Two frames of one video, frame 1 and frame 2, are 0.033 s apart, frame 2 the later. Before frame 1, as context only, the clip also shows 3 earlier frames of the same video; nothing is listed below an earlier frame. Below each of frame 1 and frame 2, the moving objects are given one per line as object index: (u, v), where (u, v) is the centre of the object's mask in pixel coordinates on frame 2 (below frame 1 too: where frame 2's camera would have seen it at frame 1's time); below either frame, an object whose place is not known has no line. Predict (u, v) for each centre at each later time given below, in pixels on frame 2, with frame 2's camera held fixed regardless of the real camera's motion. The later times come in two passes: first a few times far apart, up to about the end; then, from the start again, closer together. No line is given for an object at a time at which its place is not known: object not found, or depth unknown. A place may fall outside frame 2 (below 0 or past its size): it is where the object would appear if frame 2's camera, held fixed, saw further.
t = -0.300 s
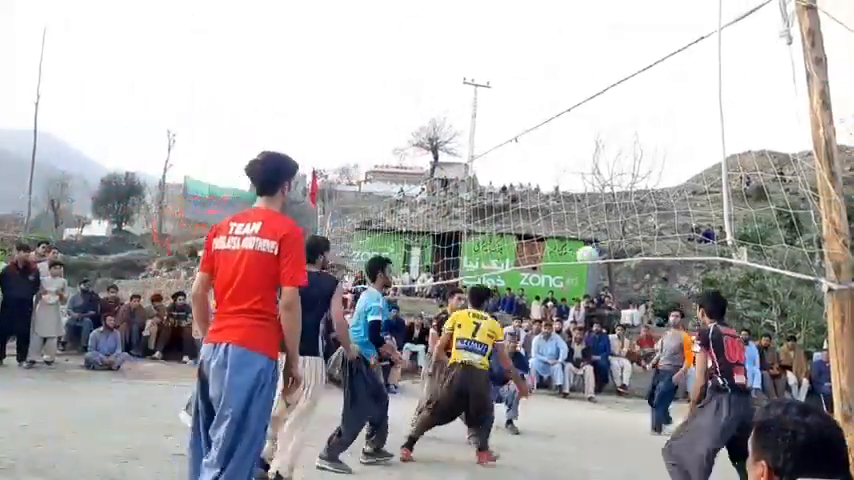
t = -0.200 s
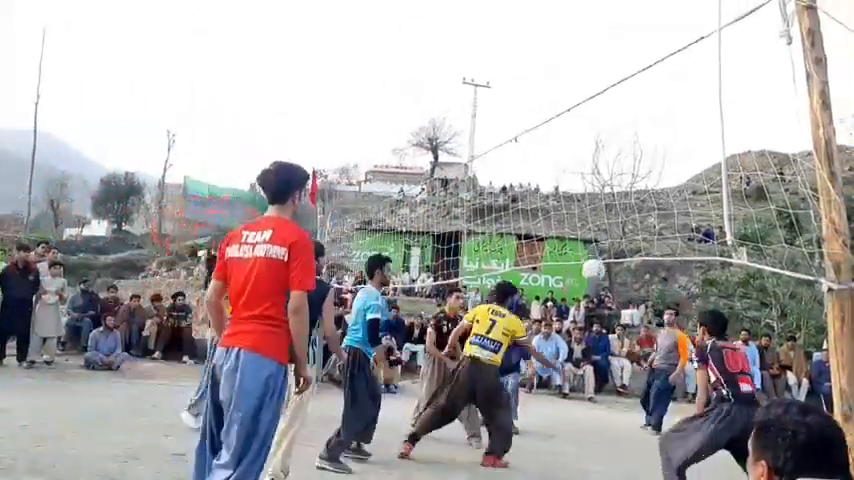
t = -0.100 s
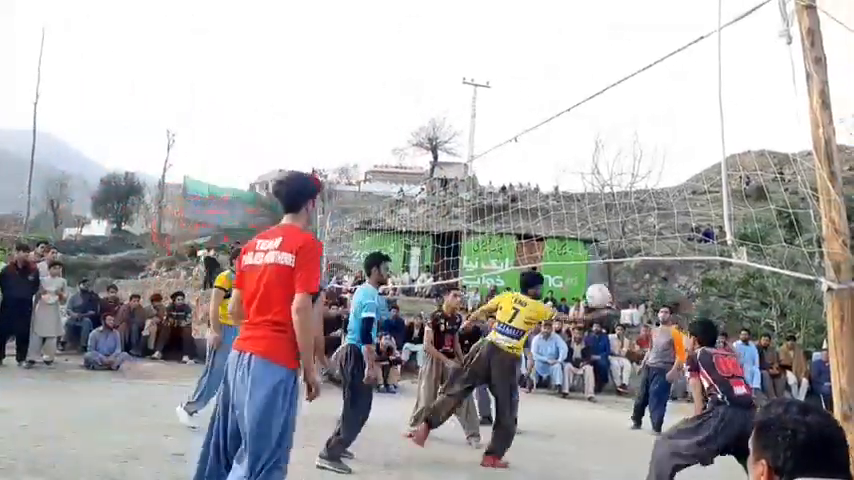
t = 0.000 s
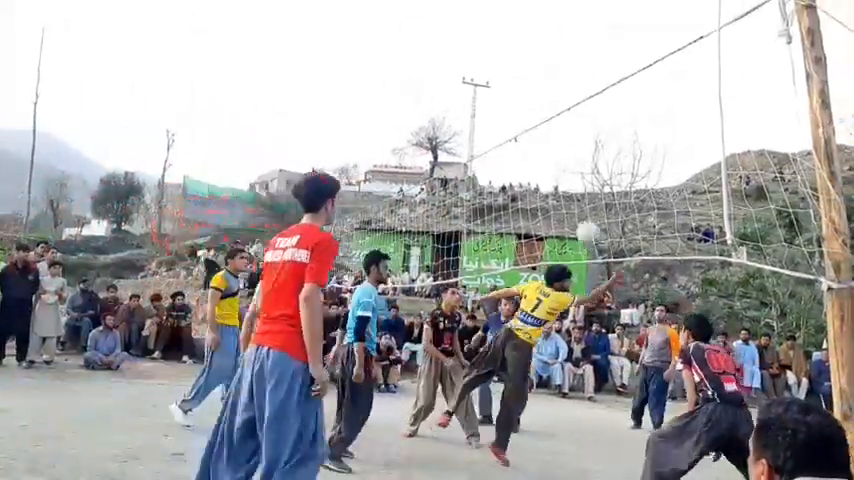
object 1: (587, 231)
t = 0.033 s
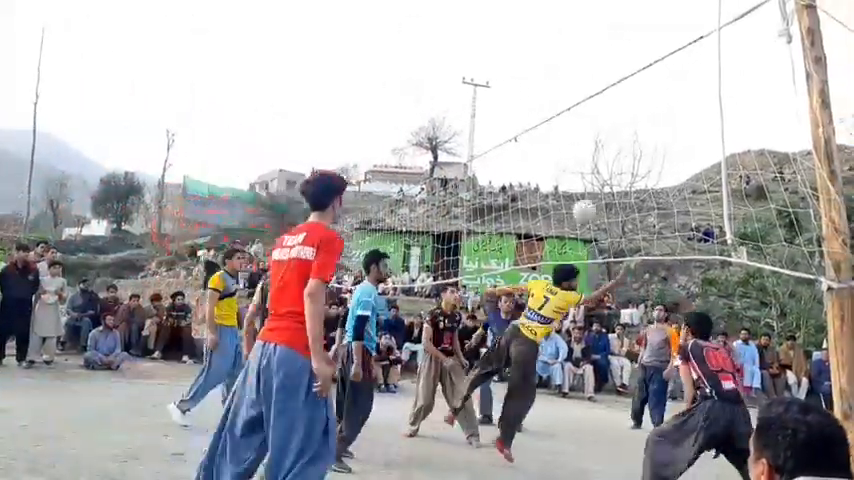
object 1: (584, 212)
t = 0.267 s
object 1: (554, 99)
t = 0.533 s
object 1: (517, 45)
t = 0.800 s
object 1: (477, 57)
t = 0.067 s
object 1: (582, 188)
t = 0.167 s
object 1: (567, 138)
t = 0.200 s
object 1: (563, 124)
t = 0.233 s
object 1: (559, 110)
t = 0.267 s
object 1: (554, 99)
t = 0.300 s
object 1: (550, 87)
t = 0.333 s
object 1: (545, 78)
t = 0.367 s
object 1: (541, 70)
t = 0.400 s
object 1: (535, 63)
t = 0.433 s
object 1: (530, 58)
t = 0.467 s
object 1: (525, 52)
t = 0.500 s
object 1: (521, 48)
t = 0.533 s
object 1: (517, 45)
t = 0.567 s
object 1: (511, 43)
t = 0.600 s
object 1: (507, 43)
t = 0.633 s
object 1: (501, 43)
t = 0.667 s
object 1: (496, 44)
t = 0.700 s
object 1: (492, 46)
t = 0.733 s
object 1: (487, 49)
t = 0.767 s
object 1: (483, 53)
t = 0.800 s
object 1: (477, 57)
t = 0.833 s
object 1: (473, 64)
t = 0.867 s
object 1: (467, 71)
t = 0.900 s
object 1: (463, 78)
